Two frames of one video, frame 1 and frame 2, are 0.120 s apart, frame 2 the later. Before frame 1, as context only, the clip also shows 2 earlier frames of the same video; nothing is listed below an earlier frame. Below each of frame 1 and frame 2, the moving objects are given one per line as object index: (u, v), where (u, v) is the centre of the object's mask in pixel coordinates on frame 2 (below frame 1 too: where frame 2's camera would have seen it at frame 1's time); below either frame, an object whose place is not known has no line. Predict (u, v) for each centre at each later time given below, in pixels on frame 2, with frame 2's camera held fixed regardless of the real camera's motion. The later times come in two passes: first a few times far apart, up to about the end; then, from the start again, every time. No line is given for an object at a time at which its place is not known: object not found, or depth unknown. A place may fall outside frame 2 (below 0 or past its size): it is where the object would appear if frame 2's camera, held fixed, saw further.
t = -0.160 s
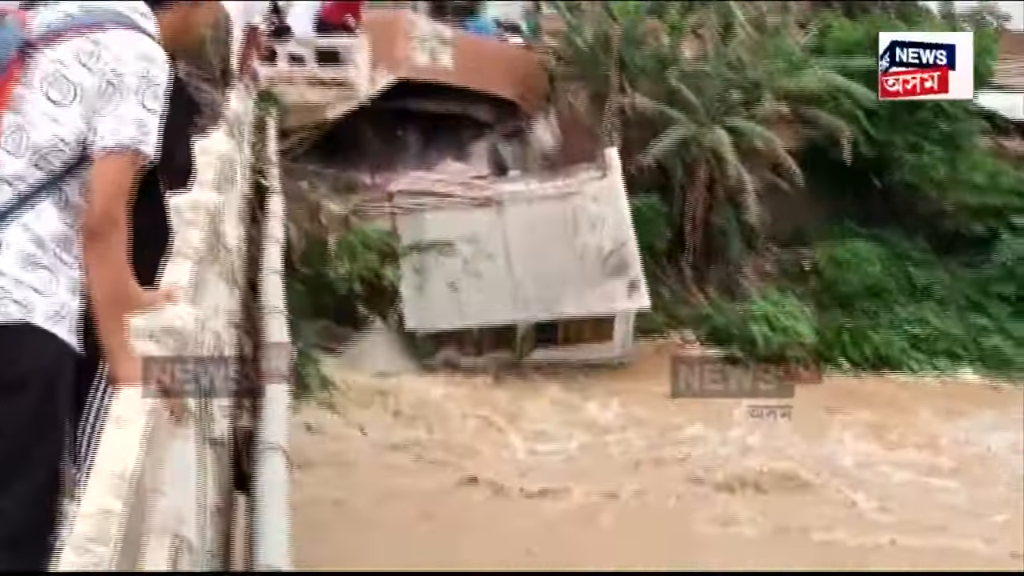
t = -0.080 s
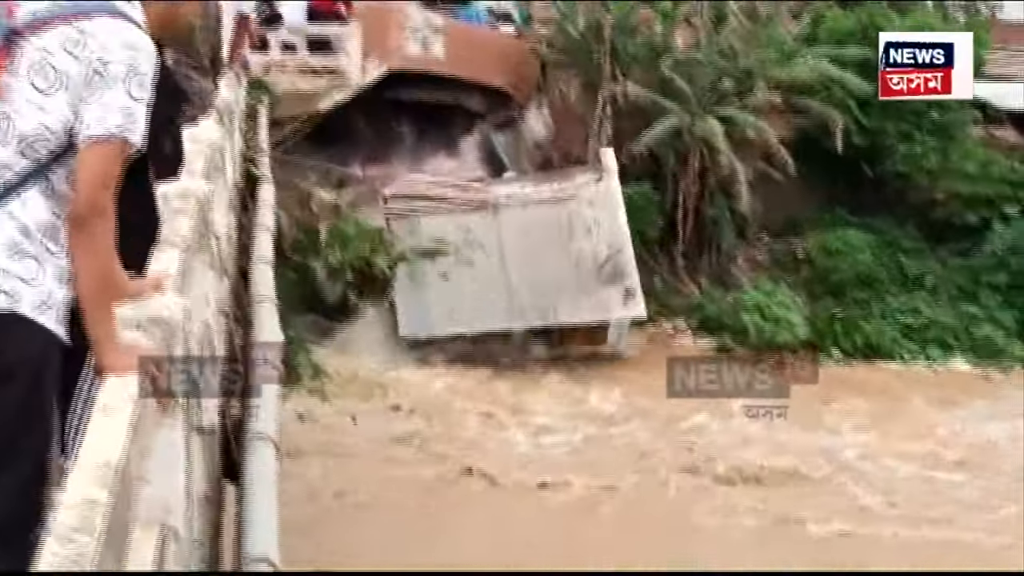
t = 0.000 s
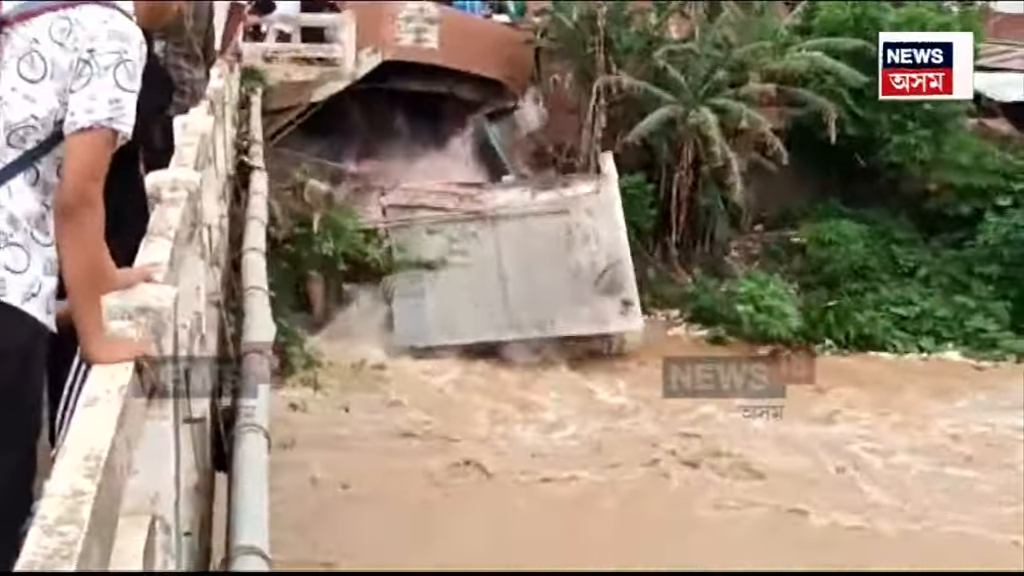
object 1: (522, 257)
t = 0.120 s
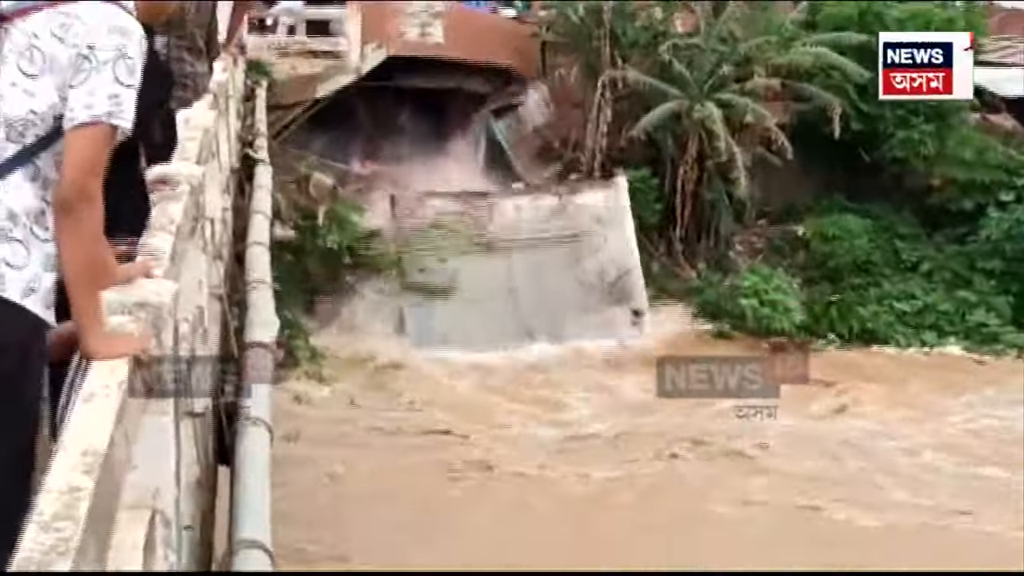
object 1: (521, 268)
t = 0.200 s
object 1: (527, 271)
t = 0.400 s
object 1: (524, 275)
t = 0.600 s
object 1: (527, 280)
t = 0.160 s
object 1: (528, 270)
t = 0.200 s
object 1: (527, 271)
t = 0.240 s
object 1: (526, 271)
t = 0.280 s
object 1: (528, 271)
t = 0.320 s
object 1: (527, 272)
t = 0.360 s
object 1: (524, 274)
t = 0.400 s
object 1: (524, 275)
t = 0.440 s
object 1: (523, 276)
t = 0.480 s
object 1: (524, 276)
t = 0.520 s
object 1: (526, 280)
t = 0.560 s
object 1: (528, 282)
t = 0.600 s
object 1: (527, 280)
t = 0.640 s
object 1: (528, 282)
